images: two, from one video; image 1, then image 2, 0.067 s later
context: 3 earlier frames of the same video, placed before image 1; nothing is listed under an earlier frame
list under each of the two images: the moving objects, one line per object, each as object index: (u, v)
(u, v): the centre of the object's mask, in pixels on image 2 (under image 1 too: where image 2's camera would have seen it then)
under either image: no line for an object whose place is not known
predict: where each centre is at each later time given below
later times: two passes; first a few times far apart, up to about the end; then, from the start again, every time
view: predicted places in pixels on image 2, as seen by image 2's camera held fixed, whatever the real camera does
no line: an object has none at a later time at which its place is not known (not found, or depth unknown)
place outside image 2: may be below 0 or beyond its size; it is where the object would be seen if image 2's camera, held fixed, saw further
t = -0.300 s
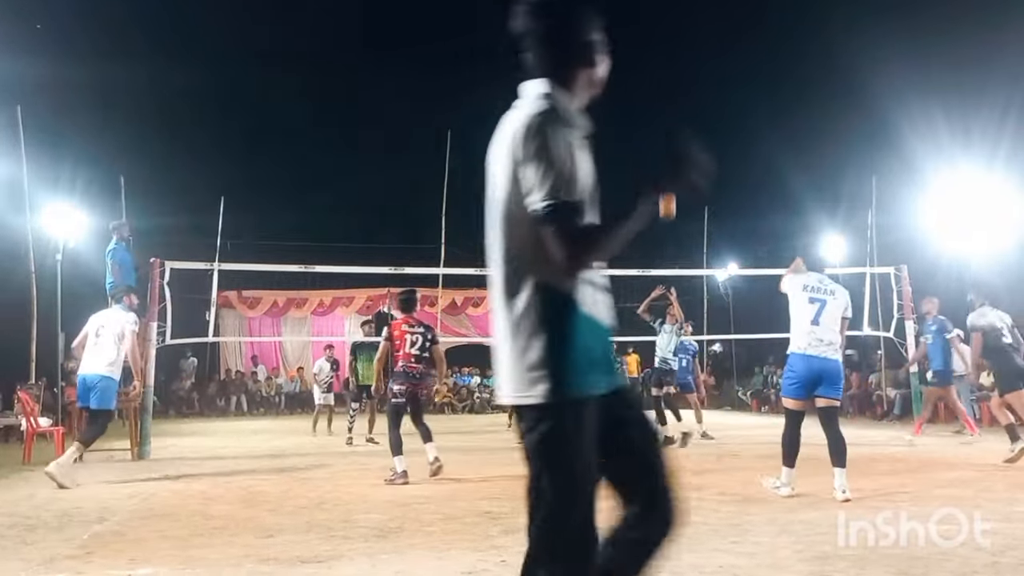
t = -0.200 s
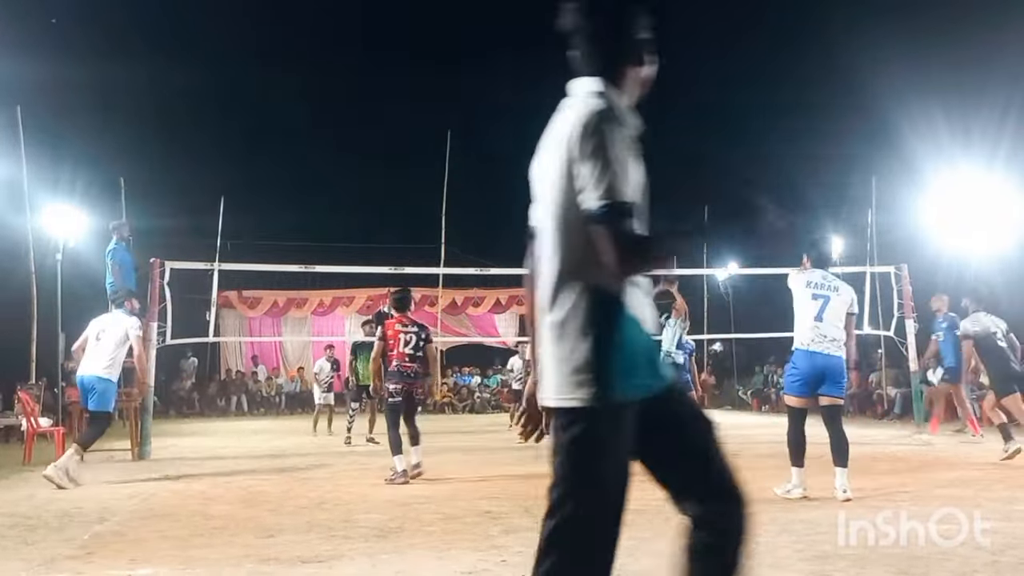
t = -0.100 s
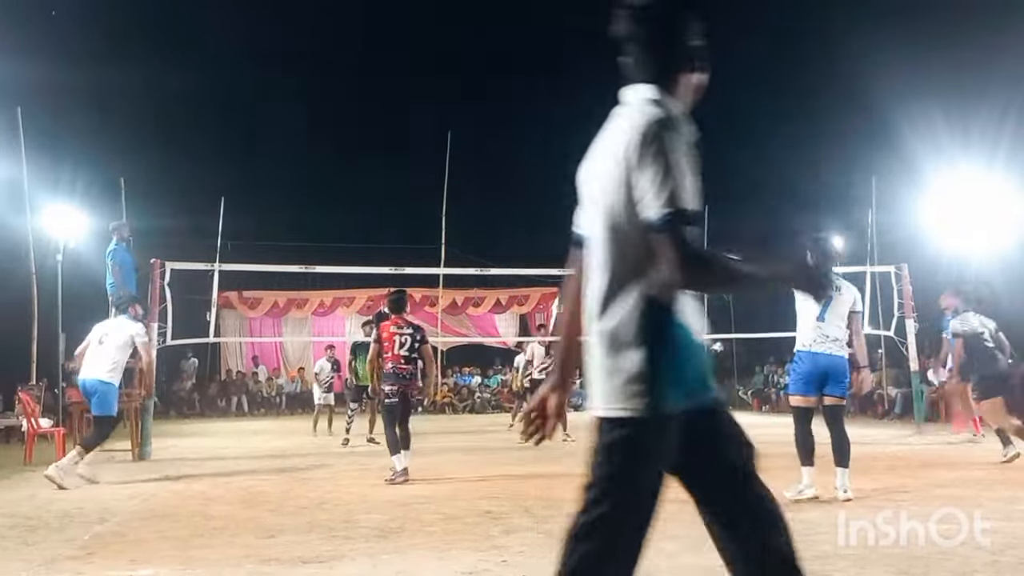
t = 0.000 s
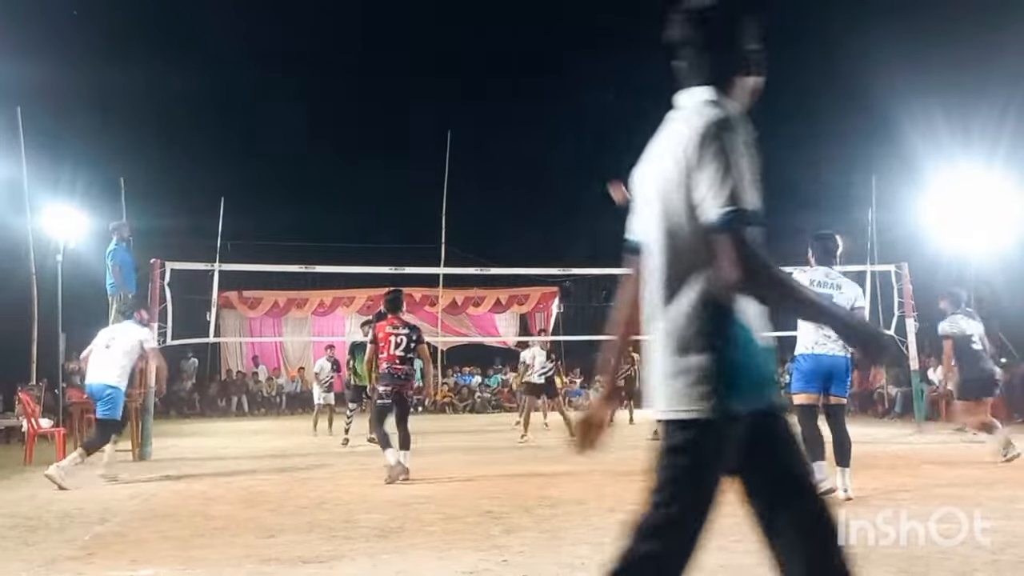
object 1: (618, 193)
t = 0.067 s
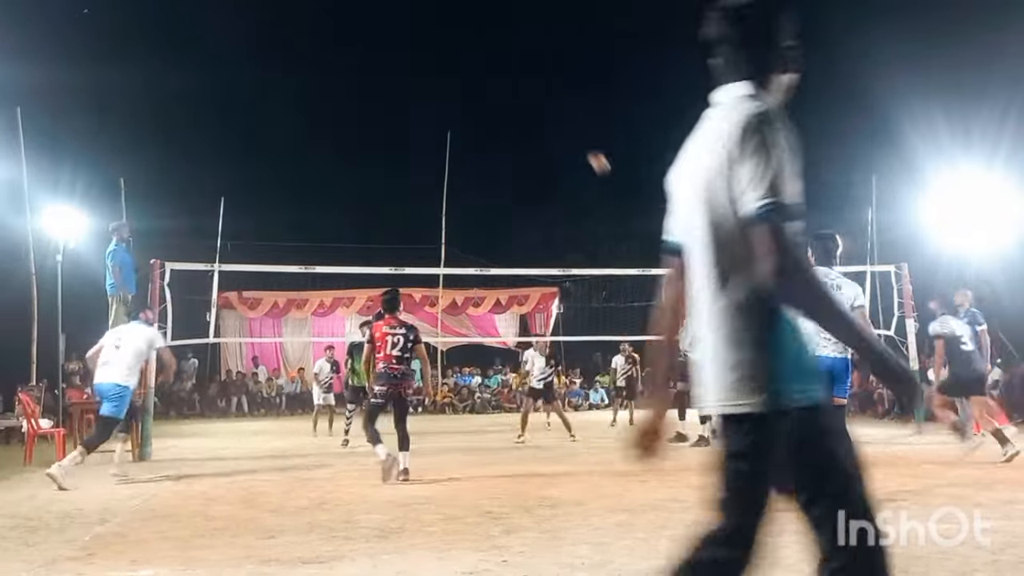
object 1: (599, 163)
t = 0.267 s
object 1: (542, 89)
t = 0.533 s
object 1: (468, 38)
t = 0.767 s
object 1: (405, 40)
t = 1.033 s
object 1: (333, 96)
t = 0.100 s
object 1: (589, 149)
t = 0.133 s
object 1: (579, 135)
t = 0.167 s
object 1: (570, 122)
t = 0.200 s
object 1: (561, 111)
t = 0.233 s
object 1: (551, 99)
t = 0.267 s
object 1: (542, 89)
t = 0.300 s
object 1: (533, 80)
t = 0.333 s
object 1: (524, 71)
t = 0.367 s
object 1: (515, 64)
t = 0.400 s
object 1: (505, 58)
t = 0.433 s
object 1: (496, 51)
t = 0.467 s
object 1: (487, 46)
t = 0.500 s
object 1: (478, 42)
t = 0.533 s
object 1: (468, 38)
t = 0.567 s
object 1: (459, 36)
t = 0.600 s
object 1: (450, 34)
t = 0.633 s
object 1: (441, 34)
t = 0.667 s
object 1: (432, 34)
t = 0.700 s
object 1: (423, 35)
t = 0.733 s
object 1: (414, 37)
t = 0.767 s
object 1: (405, 40)
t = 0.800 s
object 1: (396, 44)
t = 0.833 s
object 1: (387, 49)
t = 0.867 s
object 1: (378, 54)
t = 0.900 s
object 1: (369, 61)
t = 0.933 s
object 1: (360, 68)
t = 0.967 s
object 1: (351, 76)
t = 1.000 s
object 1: (342, 86)
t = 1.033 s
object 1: (333, 96)
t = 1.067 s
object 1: (324, 107)
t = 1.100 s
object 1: (315, 119)
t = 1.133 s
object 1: (306, 132)
